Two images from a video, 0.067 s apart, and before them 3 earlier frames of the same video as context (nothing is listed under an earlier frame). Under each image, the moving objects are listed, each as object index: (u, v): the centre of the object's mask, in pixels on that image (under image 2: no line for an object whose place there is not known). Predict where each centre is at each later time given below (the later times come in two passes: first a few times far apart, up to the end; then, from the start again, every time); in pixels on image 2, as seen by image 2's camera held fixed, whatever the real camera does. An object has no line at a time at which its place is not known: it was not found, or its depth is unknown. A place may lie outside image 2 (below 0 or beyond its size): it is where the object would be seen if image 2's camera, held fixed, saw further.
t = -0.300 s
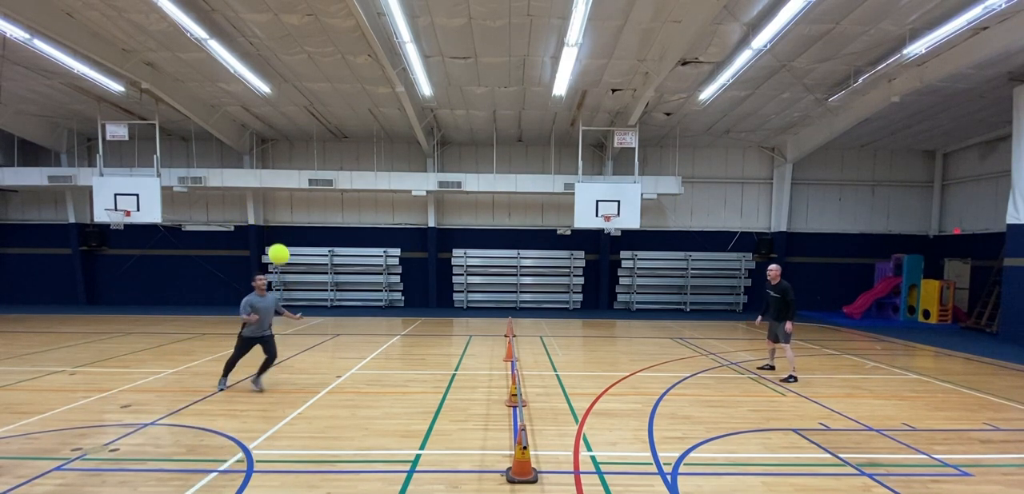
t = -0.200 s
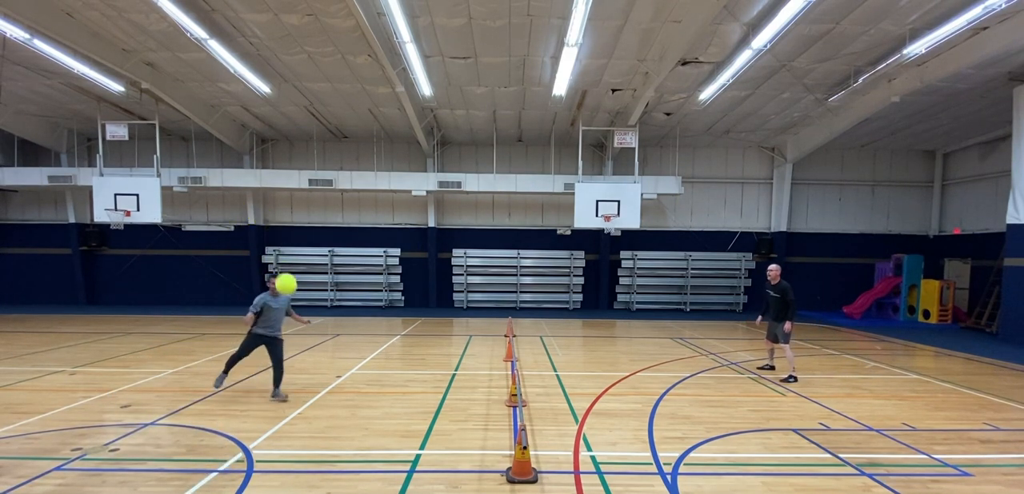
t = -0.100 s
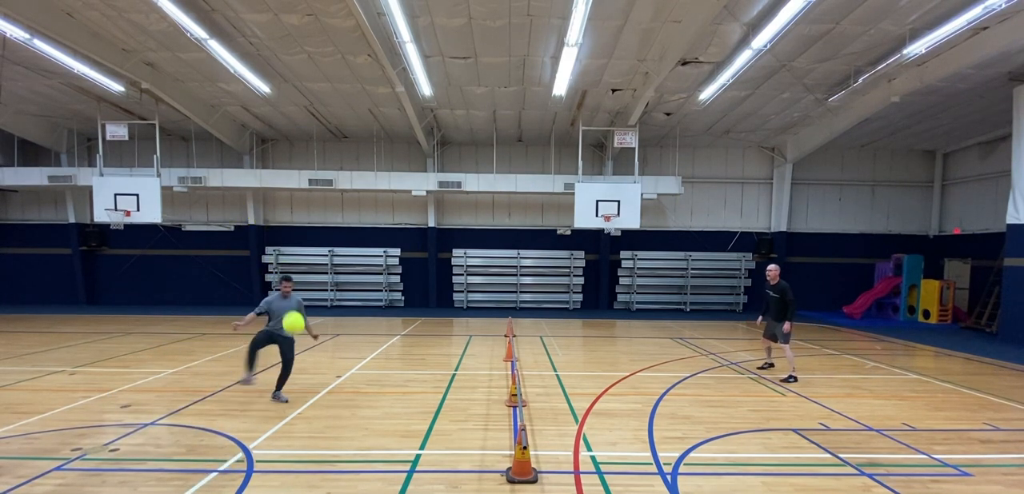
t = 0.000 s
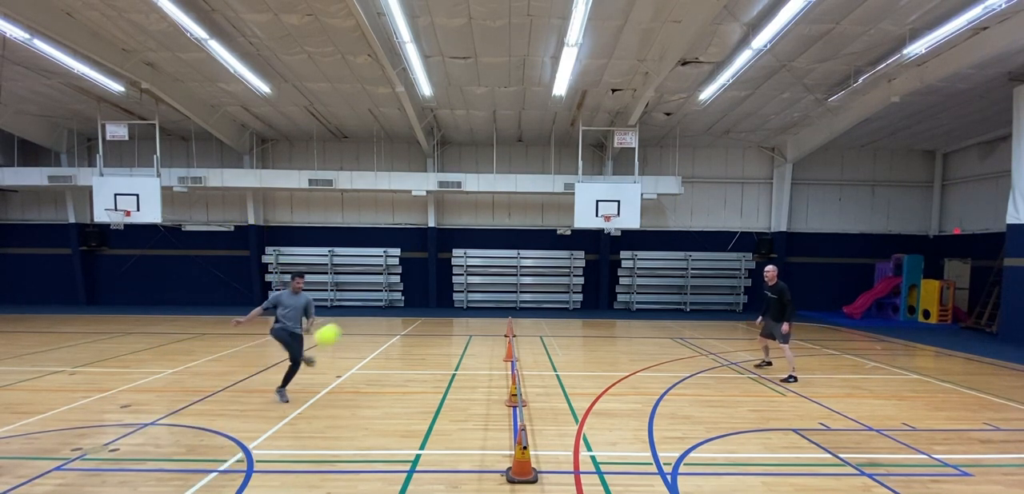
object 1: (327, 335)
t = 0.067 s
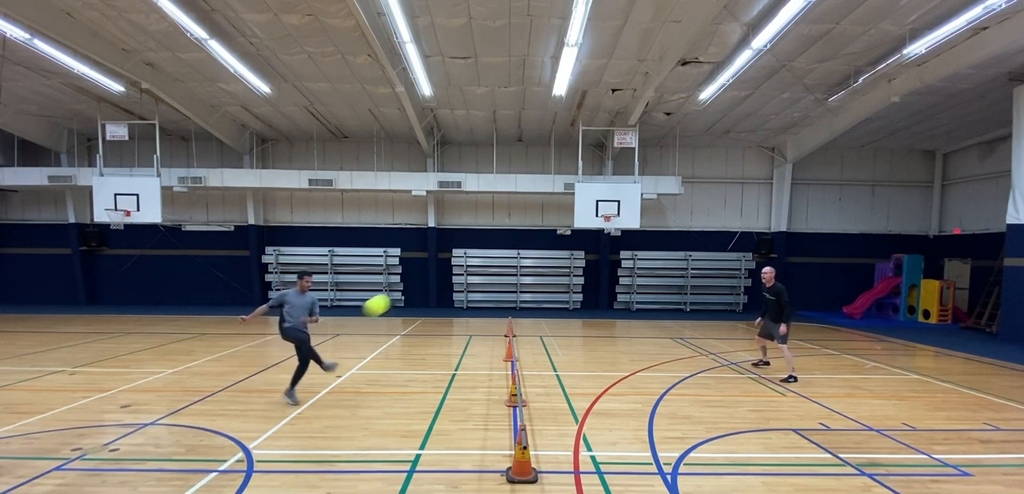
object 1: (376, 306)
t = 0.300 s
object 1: (515, 246)
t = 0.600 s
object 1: (634, 239)
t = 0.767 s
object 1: (682, 257)
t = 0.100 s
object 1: (401, 293)
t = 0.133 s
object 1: (422, 282)
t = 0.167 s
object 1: (442, 273)
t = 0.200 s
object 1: (462, 264)
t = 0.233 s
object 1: (481, 257)
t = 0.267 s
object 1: (499, 251)
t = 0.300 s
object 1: (515, 246)
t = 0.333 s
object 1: (531, 242)
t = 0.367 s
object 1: (546, 239)
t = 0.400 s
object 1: (560, 237)
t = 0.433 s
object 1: (574, 236)
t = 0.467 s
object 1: (587, 235)
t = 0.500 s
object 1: (599, 235)
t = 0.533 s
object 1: (612, 236)
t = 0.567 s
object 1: (623, 237)
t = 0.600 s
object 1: (634, 239)
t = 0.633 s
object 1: (645, 242)
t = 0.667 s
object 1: (655, 245)
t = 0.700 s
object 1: (664, 248)
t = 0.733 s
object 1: (674, 252)
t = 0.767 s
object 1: (682, 257)
